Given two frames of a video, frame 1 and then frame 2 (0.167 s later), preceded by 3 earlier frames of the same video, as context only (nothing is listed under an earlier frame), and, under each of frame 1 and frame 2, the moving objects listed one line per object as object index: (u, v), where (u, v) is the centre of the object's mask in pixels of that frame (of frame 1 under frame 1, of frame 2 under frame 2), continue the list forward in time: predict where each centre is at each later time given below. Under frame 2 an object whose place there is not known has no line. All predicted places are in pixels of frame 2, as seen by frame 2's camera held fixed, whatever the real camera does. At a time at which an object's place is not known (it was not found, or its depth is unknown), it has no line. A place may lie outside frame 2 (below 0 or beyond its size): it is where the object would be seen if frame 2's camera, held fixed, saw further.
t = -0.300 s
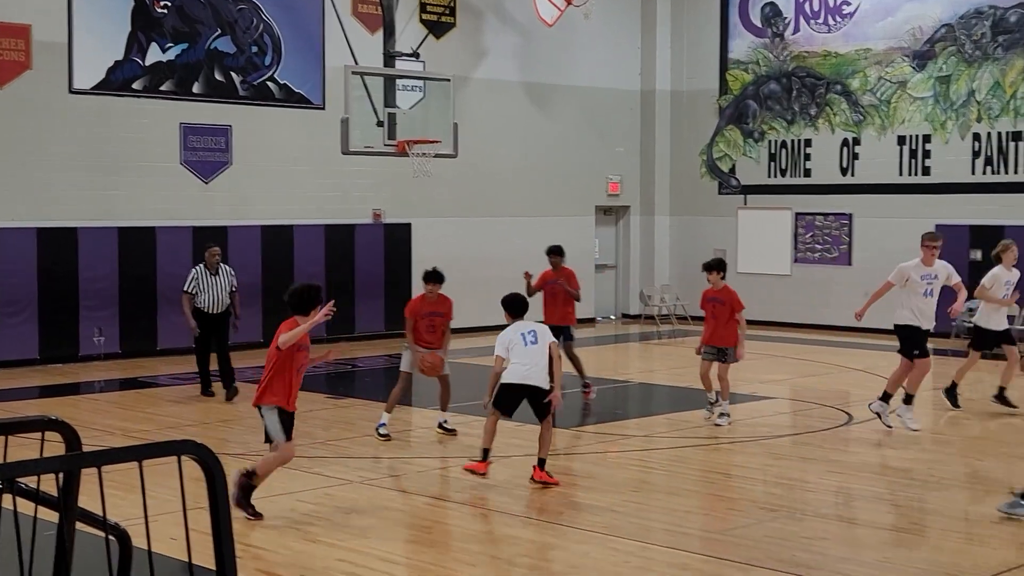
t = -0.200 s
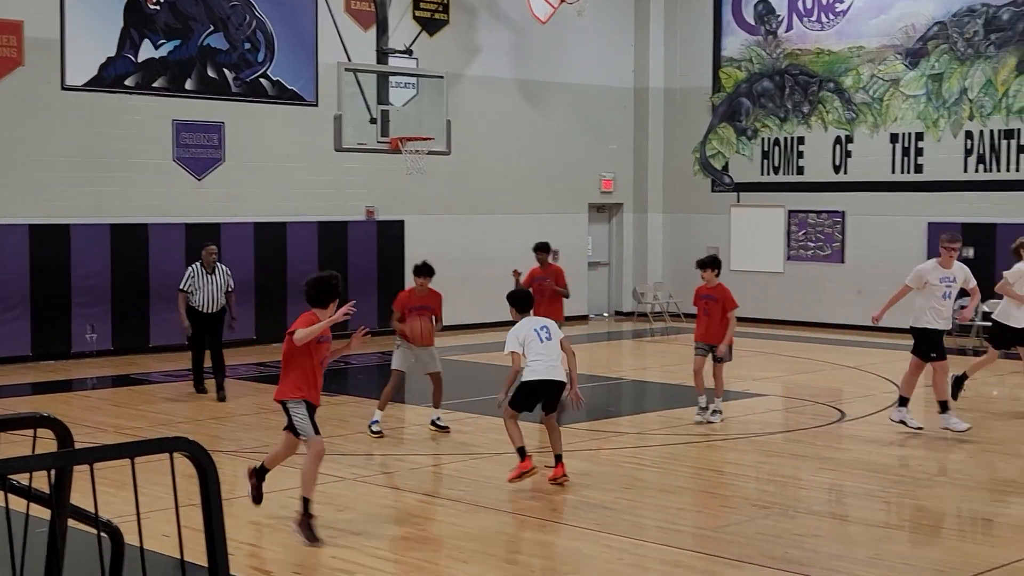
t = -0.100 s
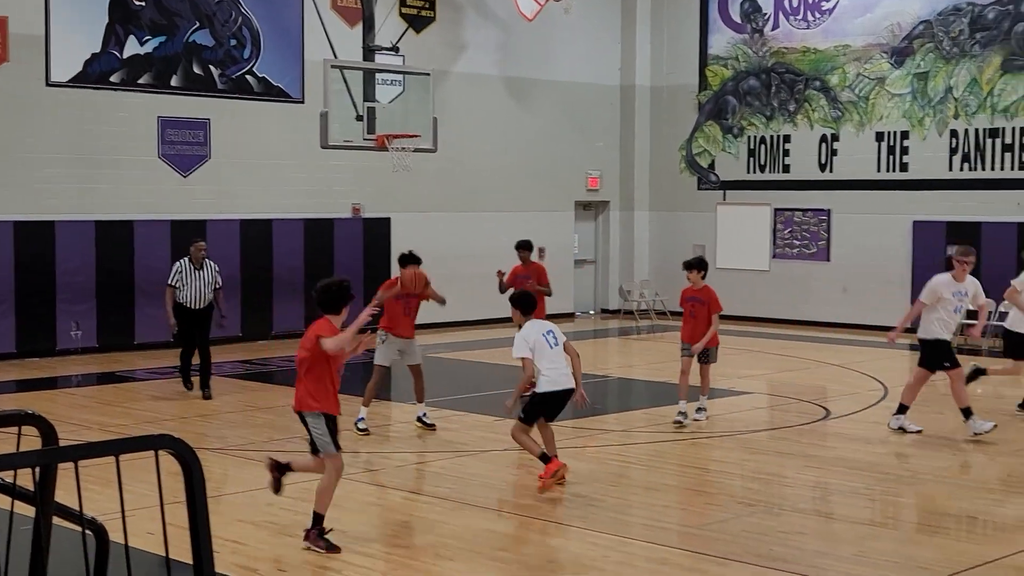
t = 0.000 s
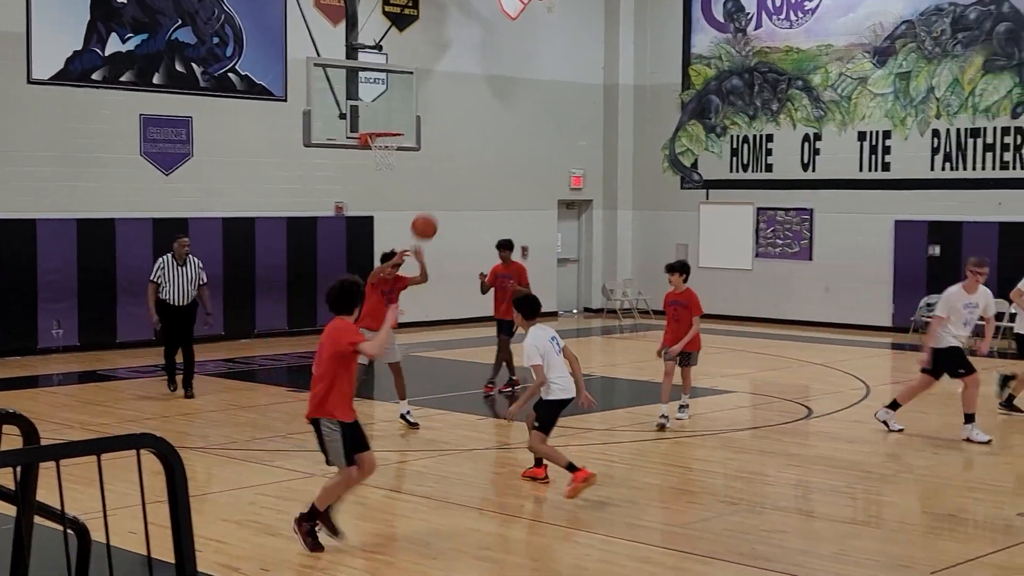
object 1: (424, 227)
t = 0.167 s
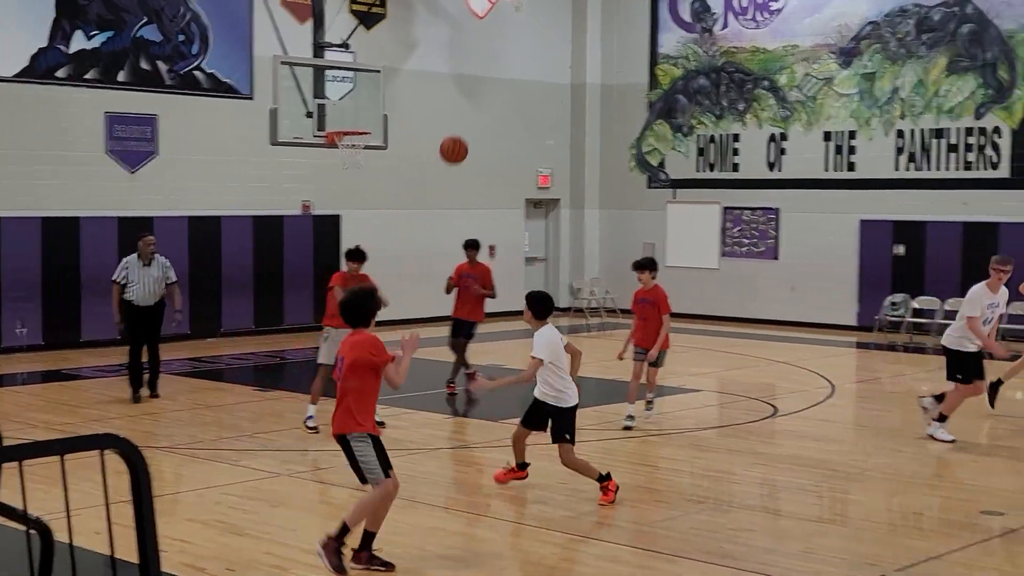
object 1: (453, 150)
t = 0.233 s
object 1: (481, 125)
